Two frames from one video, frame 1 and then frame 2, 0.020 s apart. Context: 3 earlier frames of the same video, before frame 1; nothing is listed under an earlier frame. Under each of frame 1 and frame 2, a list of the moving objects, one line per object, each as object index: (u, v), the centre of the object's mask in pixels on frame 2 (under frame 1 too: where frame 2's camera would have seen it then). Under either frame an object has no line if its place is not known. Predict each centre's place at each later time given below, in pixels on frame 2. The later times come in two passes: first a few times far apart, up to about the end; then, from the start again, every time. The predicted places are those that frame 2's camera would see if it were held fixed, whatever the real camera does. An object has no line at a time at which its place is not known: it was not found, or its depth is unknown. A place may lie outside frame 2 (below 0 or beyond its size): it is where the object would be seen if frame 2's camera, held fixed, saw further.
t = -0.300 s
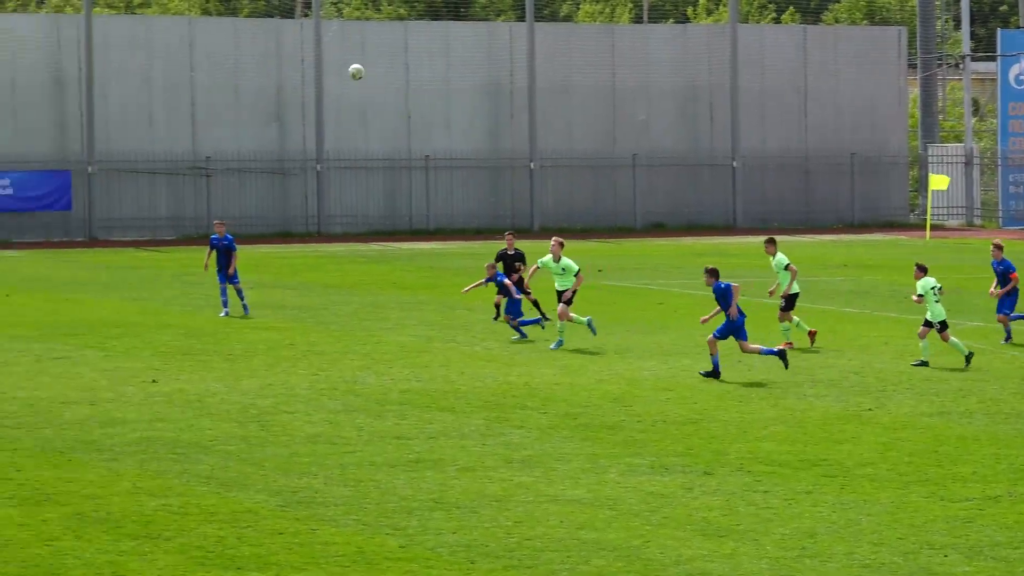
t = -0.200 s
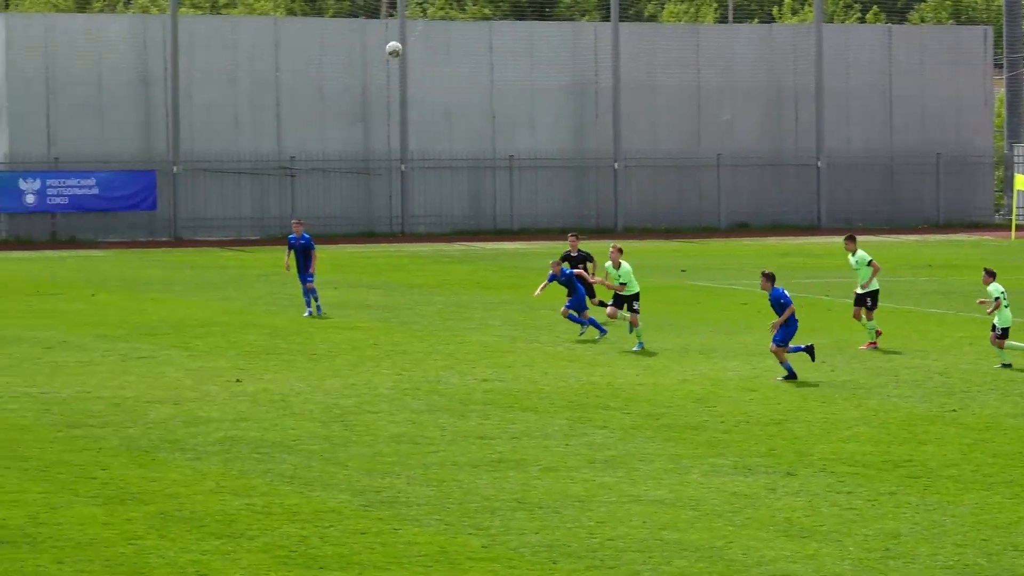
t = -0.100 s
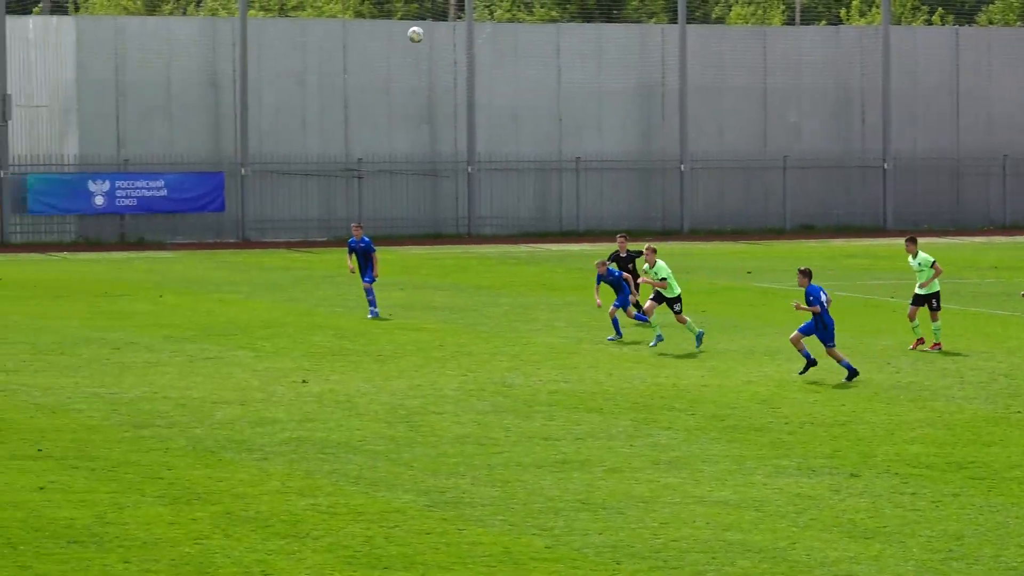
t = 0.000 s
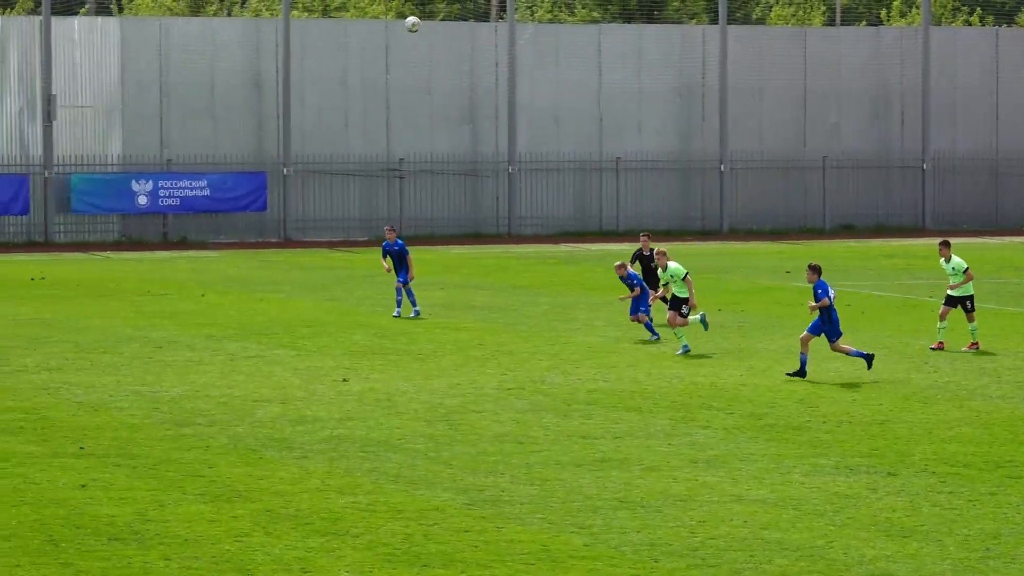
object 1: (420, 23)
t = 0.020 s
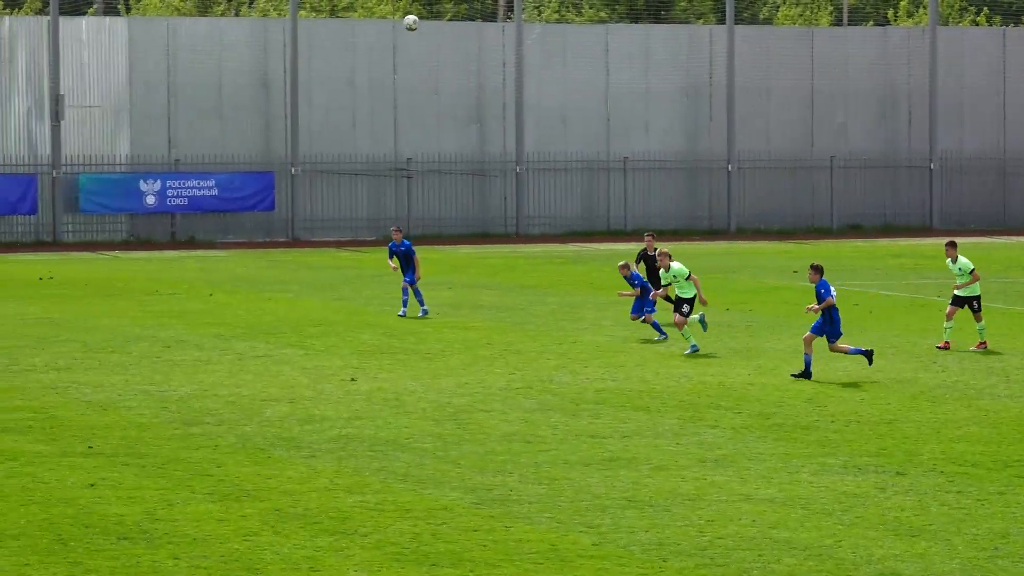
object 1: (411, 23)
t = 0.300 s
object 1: (290, 30)
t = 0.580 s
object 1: (168, 94)
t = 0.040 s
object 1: (402, 22)
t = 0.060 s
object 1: (394, 21)
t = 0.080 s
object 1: (385, 20)
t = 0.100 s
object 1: (376, 19)
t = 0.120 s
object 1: (368, 19)
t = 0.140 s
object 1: (359, 18)
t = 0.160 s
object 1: (350, 18)
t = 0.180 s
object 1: (341, 19)
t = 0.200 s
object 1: (333, 20)
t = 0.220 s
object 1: (324, 21)
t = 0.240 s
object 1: (316, 23)
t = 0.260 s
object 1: (307, 25)
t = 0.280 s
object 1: (298, 26)
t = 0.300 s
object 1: (290, 30)
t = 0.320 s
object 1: (280, 32)
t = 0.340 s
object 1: (272, 34)
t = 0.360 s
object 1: (263, 37)
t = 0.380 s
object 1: (254, 42)
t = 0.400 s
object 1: (246, 46)
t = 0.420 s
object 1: (237, 50)
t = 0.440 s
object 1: (228, 54)
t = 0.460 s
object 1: (219, 59)
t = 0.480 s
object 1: (210, 63)
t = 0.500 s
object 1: (202, 68)
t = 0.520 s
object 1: (193, 75)
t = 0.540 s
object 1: (185, 81)
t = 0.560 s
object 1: (176, 88)
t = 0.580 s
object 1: (168, 94)
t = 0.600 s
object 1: (159, 101)
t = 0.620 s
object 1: (150, 108)
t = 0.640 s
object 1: (142, 115)
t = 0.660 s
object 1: (133, 121)
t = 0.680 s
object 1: (124, 129)
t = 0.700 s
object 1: (115, 137)
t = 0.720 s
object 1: (107, 146)
